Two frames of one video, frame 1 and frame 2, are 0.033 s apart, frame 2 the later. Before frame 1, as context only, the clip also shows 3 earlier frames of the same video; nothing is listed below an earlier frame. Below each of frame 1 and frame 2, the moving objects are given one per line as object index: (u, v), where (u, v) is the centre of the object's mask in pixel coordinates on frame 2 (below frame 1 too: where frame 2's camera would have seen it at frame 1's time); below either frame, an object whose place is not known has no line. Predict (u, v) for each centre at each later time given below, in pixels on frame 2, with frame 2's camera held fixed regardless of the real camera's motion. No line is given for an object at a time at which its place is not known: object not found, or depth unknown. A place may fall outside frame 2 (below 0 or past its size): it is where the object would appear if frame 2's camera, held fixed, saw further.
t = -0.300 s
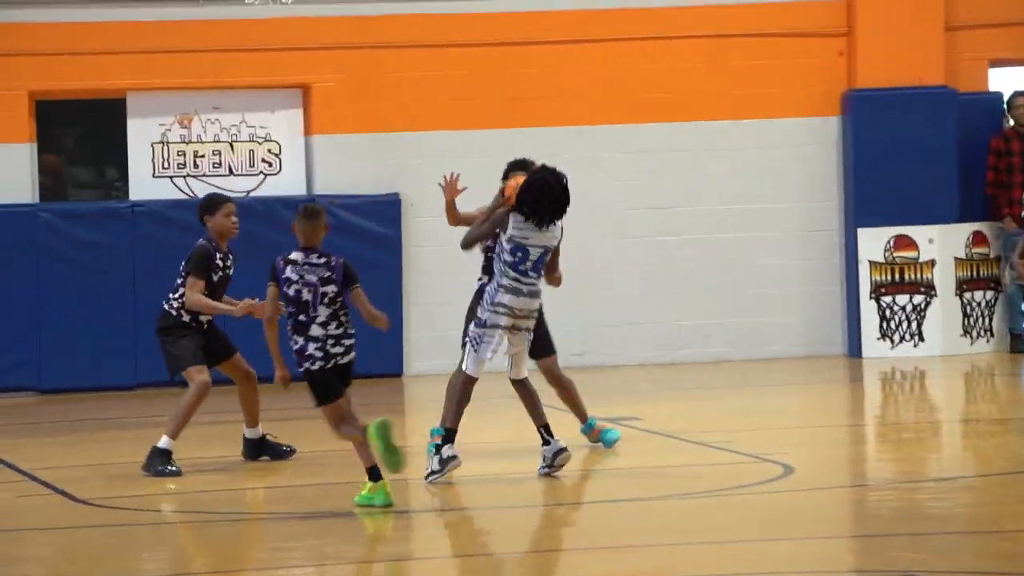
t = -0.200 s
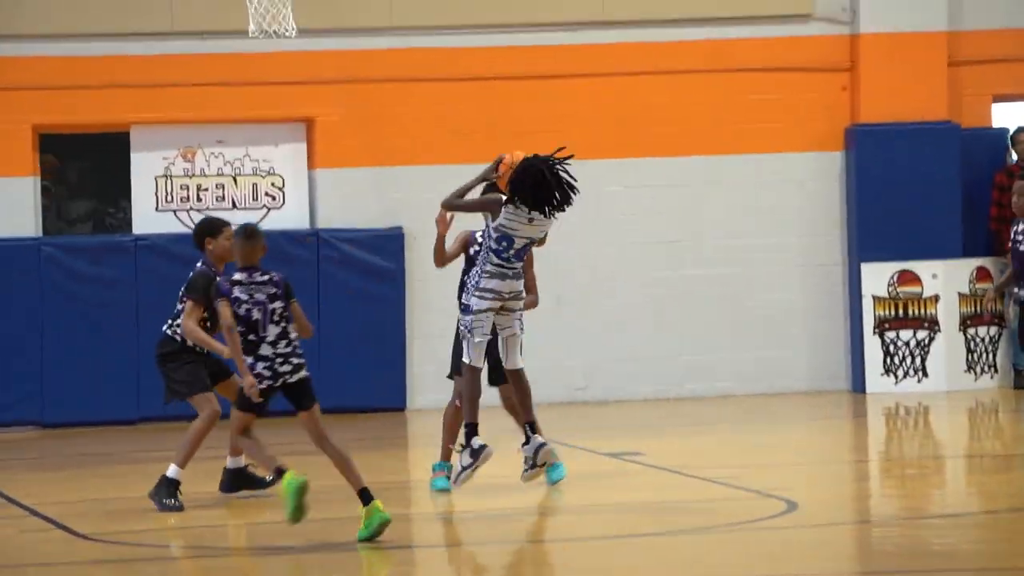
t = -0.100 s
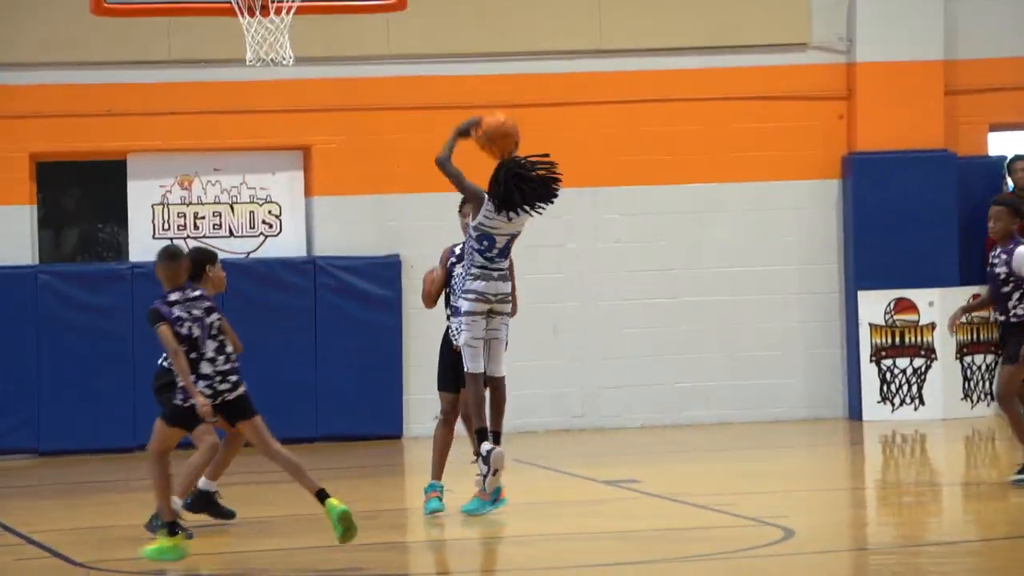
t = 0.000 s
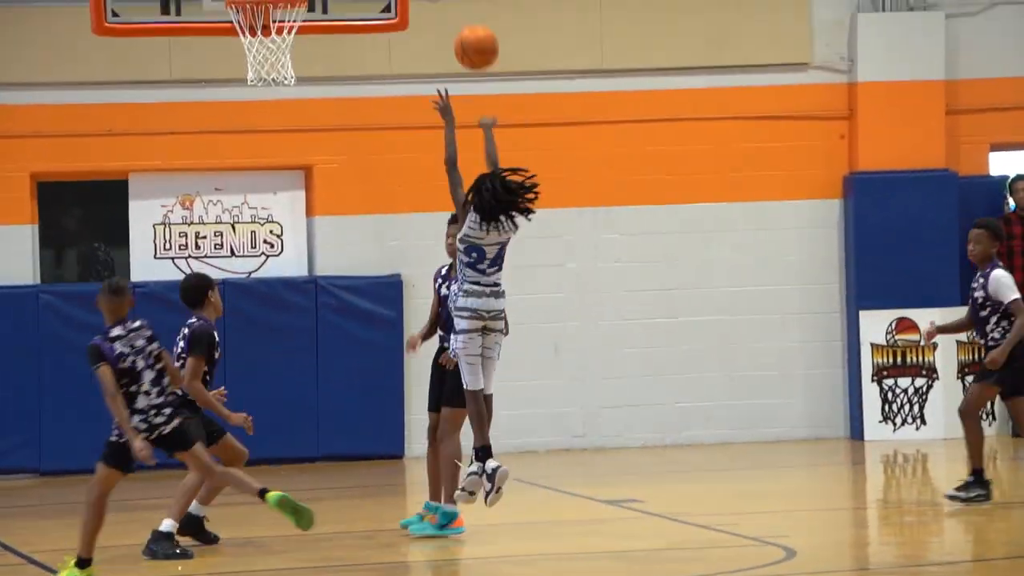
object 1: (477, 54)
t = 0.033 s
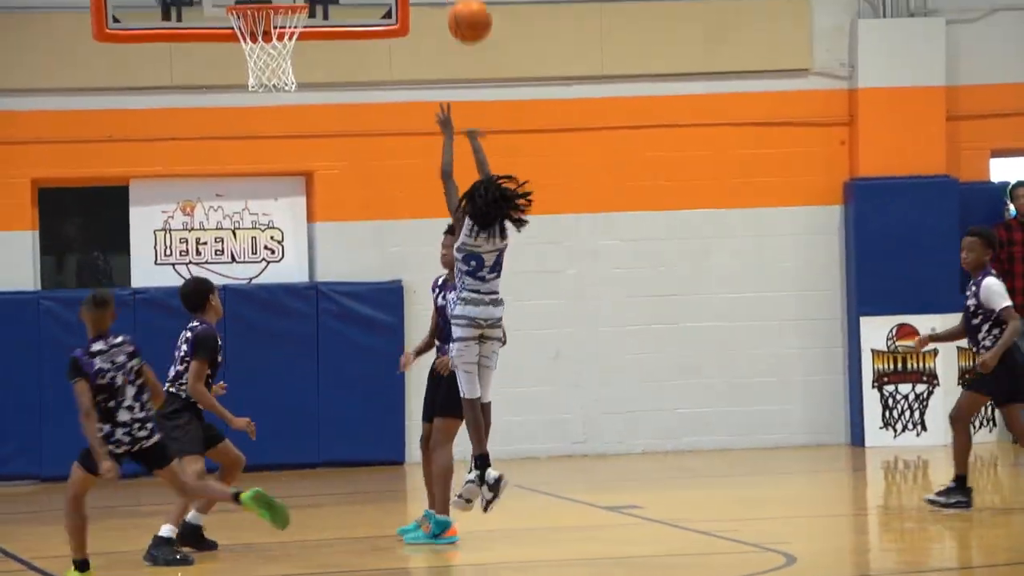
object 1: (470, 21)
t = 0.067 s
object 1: (462, 1)
